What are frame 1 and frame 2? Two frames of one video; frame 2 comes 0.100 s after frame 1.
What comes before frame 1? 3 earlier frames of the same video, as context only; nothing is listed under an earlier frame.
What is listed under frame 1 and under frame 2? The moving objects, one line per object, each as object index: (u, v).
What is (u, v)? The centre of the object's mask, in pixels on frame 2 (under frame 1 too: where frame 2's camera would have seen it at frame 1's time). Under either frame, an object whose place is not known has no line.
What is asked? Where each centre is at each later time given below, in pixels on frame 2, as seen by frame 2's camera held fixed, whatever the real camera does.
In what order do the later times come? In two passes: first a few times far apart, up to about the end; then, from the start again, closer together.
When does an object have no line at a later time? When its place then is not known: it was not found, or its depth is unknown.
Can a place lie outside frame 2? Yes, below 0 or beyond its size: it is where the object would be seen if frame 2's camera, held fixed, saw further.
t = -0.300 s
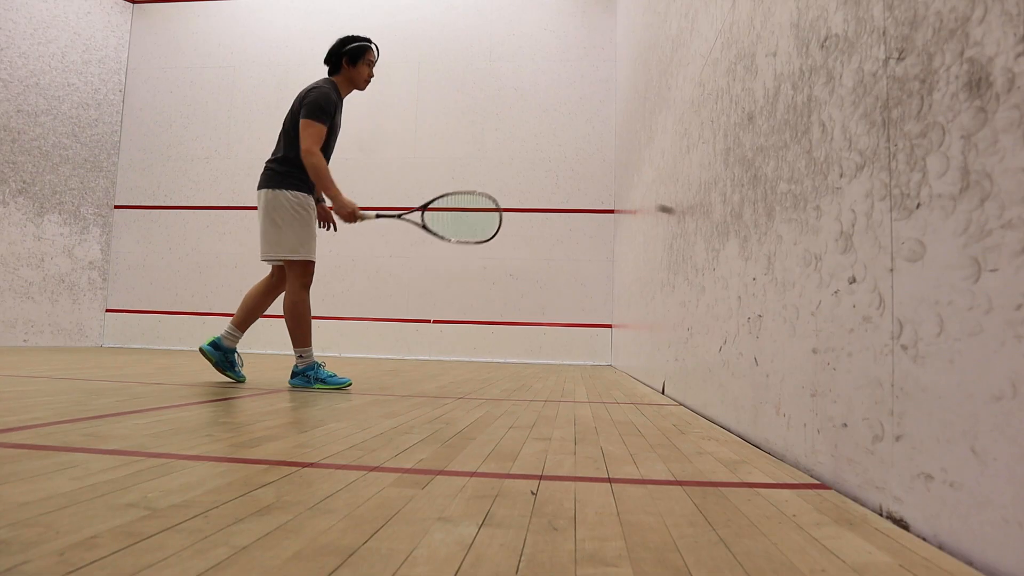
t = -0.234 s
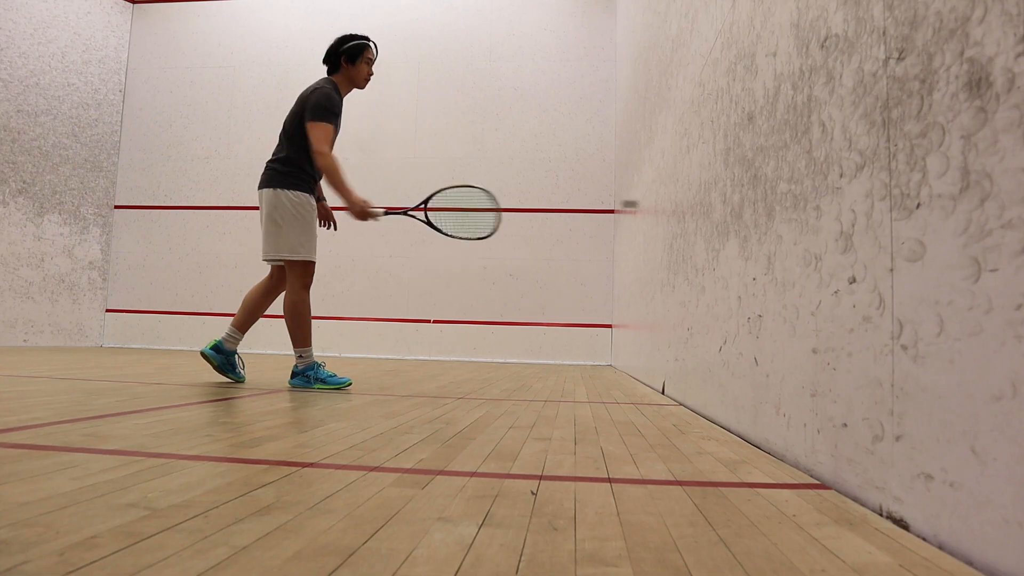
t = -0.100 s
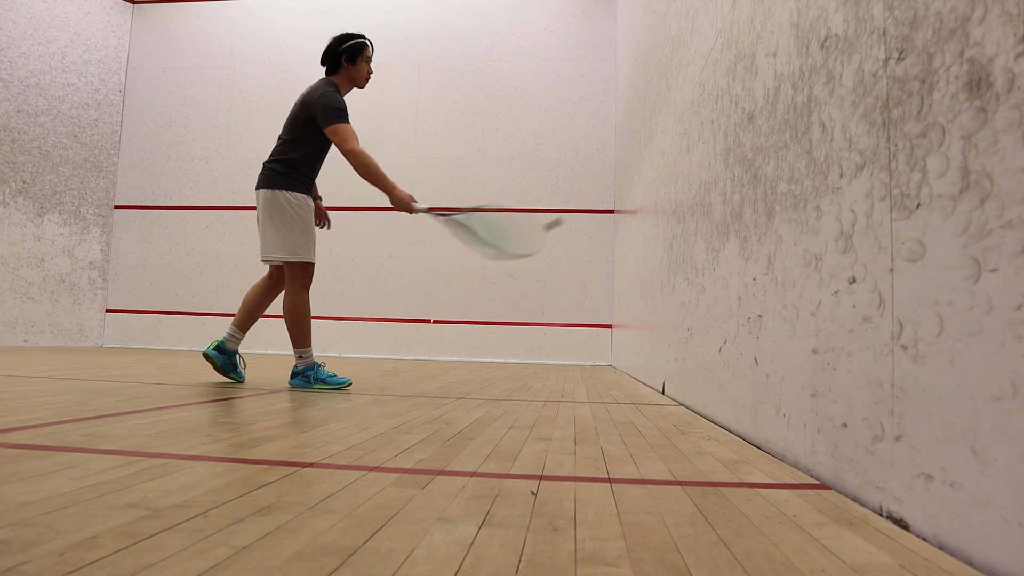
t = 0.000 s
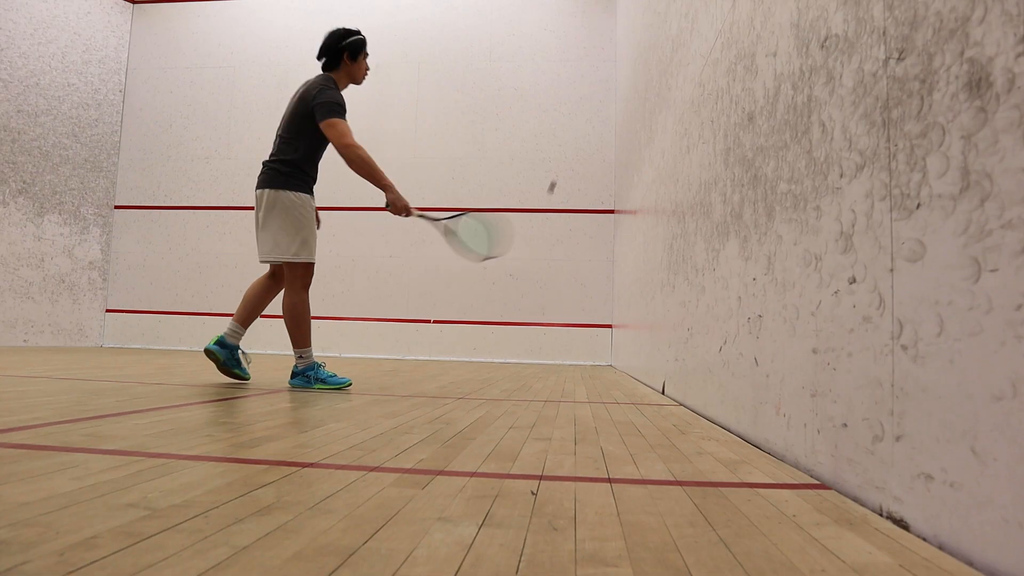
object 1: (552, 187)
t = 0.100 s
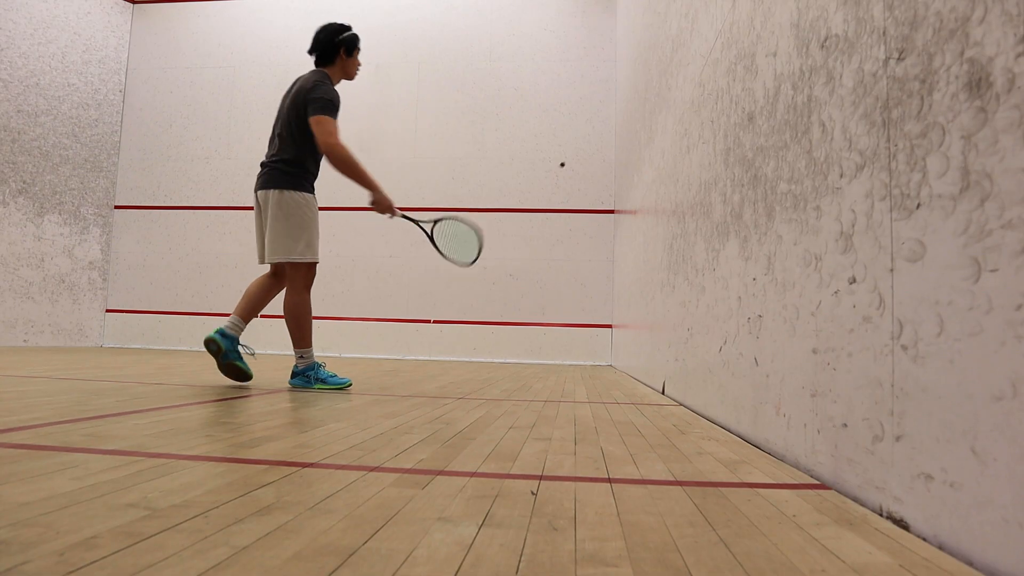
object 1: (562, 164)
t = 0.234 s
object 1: (569, 162)
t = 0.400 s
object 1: (571, 151)
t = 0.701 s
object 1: (574, 156)
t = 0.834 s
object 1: (574, 196)
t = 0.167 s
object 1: (566, 161)
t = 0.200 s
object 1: (568, 161)
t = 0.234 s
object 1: (569, 162)
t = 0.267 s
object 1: (570, 164)
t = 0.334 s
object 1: (571, 160)
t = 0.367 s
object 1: (571, 155)
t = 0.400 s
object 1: (571, 151)
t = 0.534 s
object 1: (573, 142)
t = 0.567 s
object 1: (573, 142)
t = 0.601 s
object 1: (573, 144)
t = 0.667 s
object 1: (573, 150)
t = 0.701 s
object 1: (574, 156)
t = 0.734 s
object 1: (574, 163)
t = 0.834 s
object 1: (574, 196)
